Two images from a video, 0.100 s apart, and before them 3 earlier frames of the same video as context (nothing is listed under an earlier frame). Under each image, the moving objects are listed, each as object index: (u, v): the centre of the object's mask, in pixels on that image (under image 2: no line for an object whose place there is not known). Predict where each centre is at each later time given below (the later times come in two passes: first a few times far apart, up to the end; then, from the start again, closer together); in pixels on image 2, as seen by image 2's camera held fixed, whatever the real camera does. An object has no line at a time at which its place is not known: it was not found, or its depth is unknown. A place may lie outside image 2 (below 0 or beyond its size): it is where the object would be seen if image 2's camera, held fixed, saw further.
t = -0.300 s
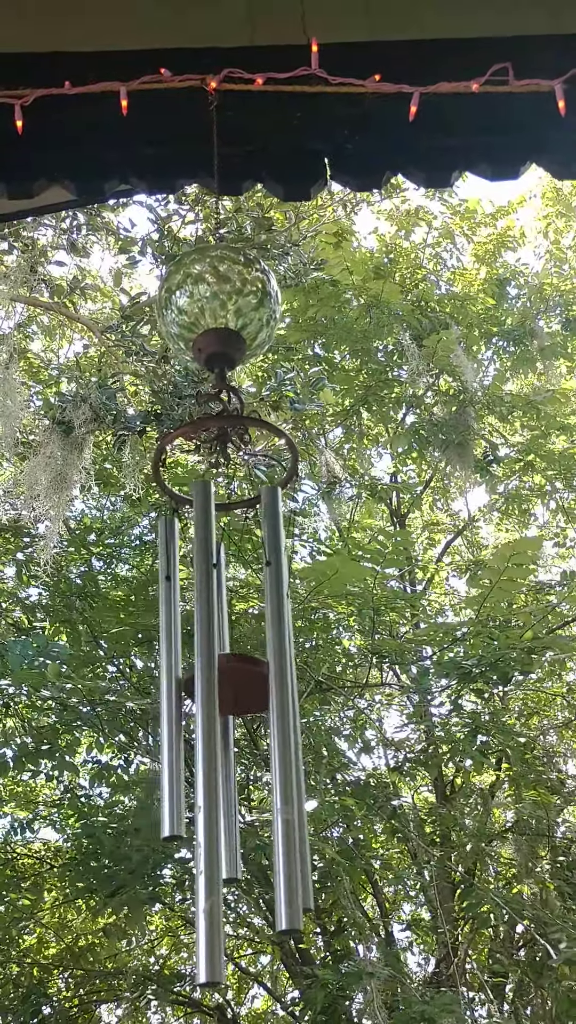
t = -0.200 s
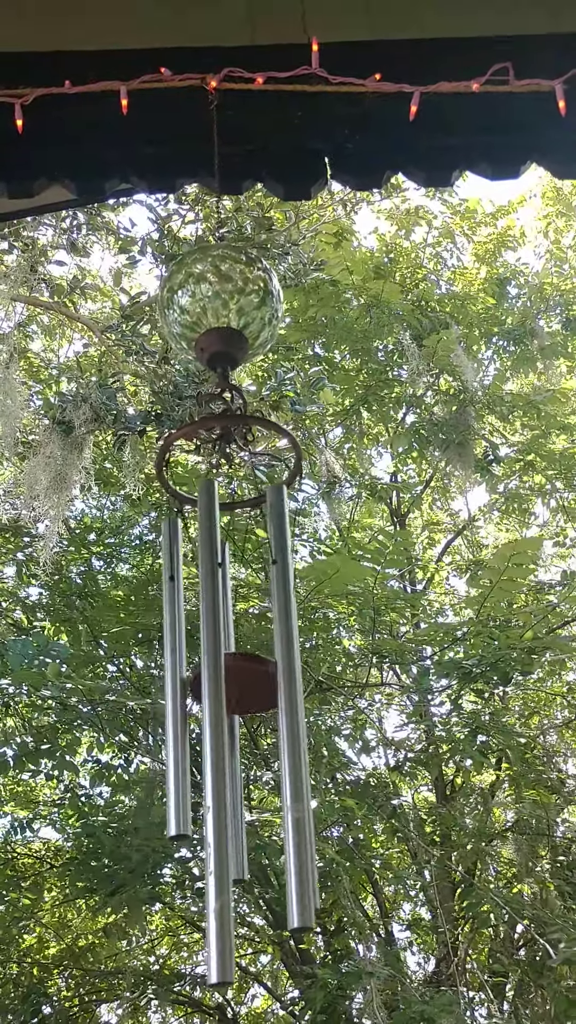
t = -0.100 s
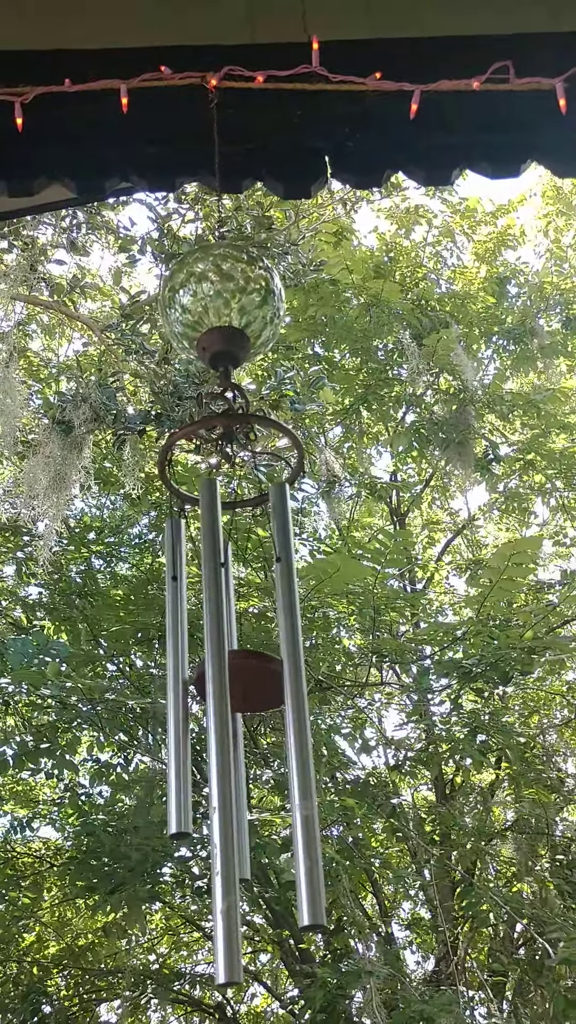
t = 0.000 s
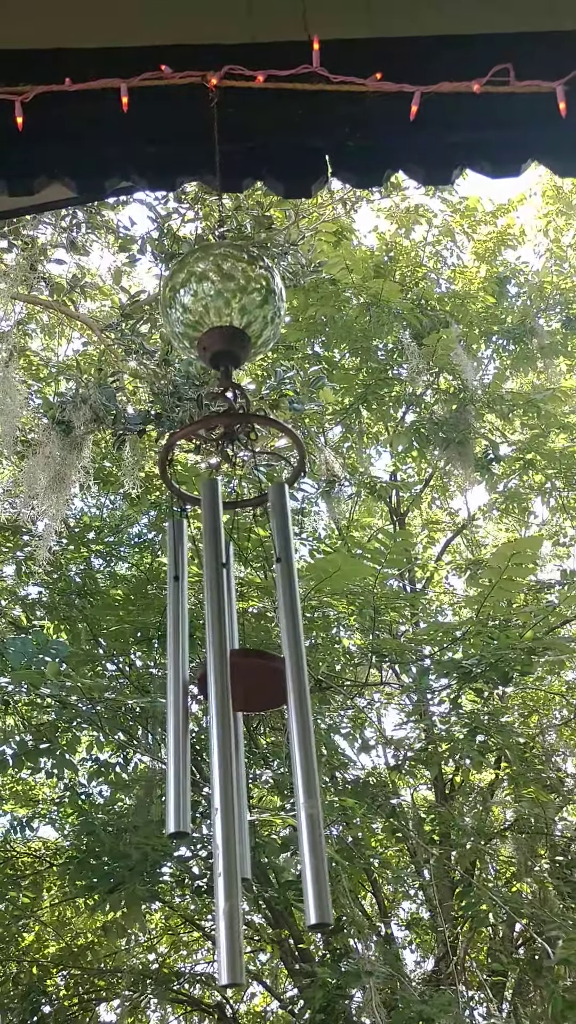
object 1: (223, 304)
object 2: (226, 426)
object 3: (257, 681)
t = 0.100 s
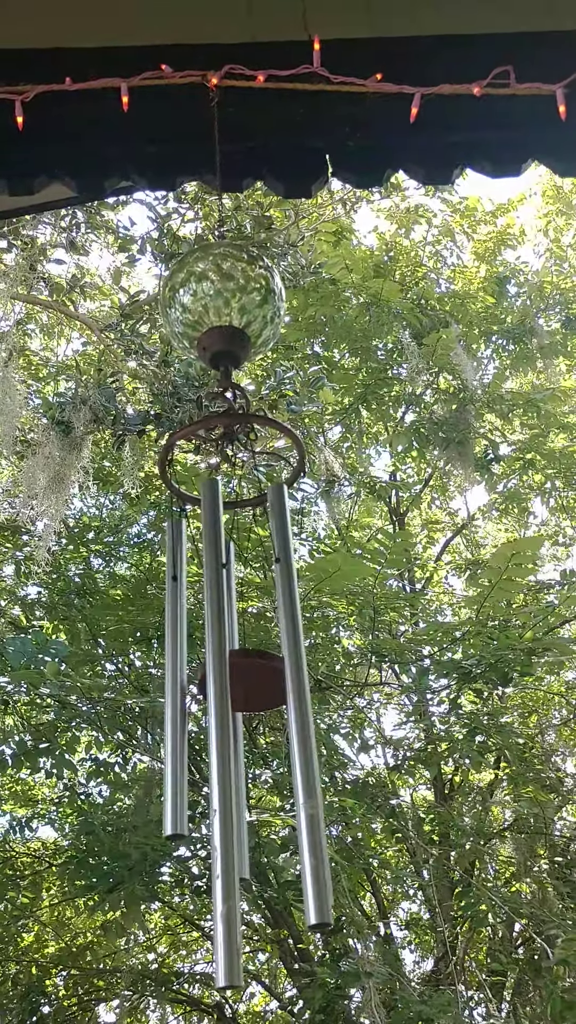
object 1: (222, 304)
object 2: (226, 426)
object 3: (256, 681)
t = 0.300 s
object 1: (222, 304)
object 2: (222, 426)
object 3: (251, 682)
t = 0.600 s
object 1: (222, 303)
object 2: (222, 427)
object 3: (242, 684)
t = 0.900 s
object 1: (221, 304)
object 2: (221, 428)
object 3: (241, 687)
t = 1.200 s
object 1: (220, 304)
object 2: (217, 428)
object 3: (241, 687)
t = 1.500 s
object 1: (220, 303)
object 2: (213, 427)
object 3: (245, 682)
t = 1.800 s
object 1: (220, 303)
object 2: (220, 426)
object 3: (254, 680)
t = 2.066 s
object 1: (220, 302)
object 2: (210, 426)
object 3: (250, 682)
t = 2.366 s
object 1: (219, 302)
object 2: (219, 427)
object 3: (235, 684)
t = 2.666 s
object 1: (220, 304)
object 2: (217, 428)
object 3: (233, 686)
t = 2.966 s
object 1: (223, 302)
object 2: (224, 425)
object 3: (248, 683)
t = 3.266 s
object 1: (227, 301)
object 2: (230, 424)
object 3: (260, 681)
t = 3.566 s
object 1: (226, 302)
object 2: (228, 426)
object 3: (255, 682)
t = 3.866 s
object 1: (221, 304)
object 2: (220, 428)
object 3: (244, 686)
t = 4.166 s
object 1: (218, 305)
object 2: (215, 428)
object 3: (233, 688)
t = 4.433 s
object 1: (217, 304)
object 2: (216, 427)
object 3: (223, 688)
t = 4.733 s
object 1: (218, 304)
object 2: (215, 427)
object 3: (230, 684)
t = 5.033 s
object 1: (223, 302)
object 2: (225, 425)
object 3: (248, 682)
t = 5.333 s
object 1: (227, 302)
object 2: (232, 424)
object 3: (262, 680)
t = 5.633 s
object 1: (225, 303)
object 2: (228, 426)
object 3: (252, 683)
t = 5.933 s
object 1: (221, 304)
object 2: (219, 427)
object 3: (238, 684)
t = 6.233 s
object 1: (216, 304)
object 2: (211, 427)
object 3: (222, 684)
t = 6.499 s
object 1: (215, 303)
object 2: (210, 426)
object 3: (218, 682)
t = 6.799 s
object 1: (220, 302)
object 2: (221, 424)
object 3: (236, 682)
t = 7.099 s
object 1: (225, 303)
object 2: (228, 426)
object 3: (254, 683)
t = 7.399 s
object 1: (223, 304)
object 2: (221, 430)
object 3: (239, 685)
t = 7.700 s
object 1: (217, 302)
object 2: (214, 425)
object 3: (214, 683)
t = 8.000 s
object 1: (215, 301)
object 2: (209, 422)
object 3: (209, 681)
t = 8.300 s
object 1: (214, 301)
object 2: (212, 421)
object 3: (214, 675)
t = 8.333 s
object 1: (214, 301)
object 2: (213, 421)
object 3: (215, 675)
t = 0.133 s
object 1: (222, 304)
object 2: (225, 427)
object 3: (256, 681)
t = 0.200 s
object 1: (222, 304)
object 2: (225, 426)
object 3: (254, 681)
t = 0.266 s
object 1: (222, 304)
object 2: (223, 426)
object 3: (251, 681)
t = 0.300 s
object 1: (222, 304)
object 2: (222, 426)
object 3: (251, 682)
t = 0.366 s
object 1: (222, 304)
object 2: (223, 426)
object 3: (248, 682)
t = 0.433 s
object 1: (222, 304)
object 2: (223, 426)
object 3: (246, 683)
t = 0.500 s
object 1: (222, 304)
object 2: (222, 427)
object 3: (244, 683)
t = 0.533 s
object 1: (222, 304)
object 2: (222, 427)
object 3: (243, 684)
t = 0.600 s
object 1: (222, 303)
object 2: (222, 427)
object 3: (242, 684)
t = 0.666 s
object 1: (222, 304)
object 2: (221, 428)
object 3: (241, 685)
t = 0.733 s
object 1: (222, 304)
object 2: (221, 428)
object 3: (241, 686)
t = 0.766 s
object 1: (222, 304)
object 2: (224, 428)
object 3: (241, 687)
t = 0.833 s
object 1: (222, 304)
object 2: (220, 428)
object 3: (241, 687)
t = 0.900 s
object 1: (221, 304)
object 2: (221, 428)
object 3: (241, 687)
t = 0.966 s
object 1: (221, 304)
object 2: (219, 428)
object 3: (242, 687)
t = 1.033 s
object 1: (220, 304)
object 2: (219, 428)
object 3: (233, 686)
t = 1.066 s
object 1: (220, 304)
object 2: (219, 428)
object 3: (232, 686)
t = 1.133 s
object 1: (220, 304)
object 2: (218, 428)
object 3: (242, 687)
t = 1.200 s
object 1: (220, 304)
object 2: (217, 428)
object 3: (241, 687)
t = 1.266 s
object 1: (220, 304)
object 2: (217, 428)
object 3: (242, 685)
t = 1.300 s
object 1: (220, 304)
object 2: (216, 428)
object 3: (242, 685)
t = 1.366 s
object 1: (220, 304)
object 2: (218, 427)
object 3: (242, 683)
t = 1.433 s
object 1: (220, 303)
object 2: (213, 427)
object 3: (243, 682)
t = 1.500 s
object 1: (220, 303)
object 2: (213, 427)
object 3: (245, 682)
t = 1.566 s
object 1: (220, 303)
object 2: (211, 428)
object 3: (246, 681)
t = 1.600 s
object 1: (220, 303)
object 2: (219, 426)
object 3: (248, 681)
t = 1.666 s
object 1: (220, 303)
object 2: (219, 426)
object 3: (250, 681)
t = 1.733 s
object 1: (220, 303)
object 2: (223, 426)
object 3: (253, 681)
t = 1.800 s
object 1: (220, 303)
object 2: (220, 426)
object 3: (254, 680)
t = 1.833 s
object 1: (220, 303)
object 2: (220, 426)
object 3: (254, 680)
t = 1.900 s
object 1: (220, 303)
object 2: (221, 425)
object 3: (254, 681)
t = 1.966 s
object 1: (221, 303)
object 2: (212, 426)
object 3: (253, 681)
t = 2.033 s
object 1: (220, 303)
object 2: (210, 426)
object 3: (251, 682)
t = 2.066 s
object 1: (220, 302)
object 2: (210, 426)
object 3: (250, 682)
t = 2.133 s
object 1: (220, 302)
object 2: (210, 425)
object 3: (246, 682)
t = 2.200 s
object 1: (220, 302)
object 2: (209, 426)
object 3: (243, 682)
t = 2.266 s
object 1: (220, 302)
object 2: (207, 426)
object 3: (239, 682)
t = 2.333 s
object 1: (220, 302)
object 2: (209, 426)
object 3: (236, 683)
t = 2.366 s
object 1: (219, 302)
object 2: (219, 427)
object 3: (235, 684)
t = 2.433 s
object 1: (219, 303)
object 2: (215, 427)
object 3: (232, 685)
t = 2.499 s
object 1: (218, 304)
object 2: (215, 427)
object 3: (232, 685)
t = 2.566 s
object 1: (219, 304)
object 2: (216, 428)
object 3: (231, 685)
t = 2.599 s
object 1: (219, 305)
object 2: (216, 428)
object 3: (232, 686)
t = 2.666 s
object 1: (220, 304)
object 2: (217, 428)
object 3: (233, 686)
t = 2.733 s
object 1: (220, 304)
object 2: (217, 428)
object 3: (235, 686)
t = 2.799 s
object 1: (221, 303)
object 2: (217, 427)
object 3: (239, 686)
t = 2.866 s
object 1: (222, 303)
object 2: (218, 426)
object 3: (242, 685)
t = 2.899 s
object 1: (222, 302)
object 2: (221, 426)
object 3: (244, 685)
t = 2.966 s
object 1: (223, 302)
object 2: (224, 425)
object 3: (248, 683)
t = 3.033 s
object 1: (224, 301)
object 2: (223, 425)
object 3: (251, 683)
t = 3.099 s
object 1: (225, 301)
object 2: (229, 425)
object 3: (254, 681)
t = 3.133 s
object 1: (226, 301)
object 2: (227, 423)
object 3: (255, 681)
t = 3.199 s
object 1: (226, 301)
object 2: (229, 424)
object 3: (258, 681)
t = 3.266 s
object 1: (227, 301)
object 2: (230, 424)
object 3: (260, 681)
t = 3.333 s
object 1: (227, 301)
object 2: (234, 423)
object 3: (260, 681)
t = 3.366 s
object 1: (227, 301)
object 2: (231, 423)
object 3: (260, 681)
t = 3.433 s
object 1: (227, 301)
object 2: (231, 425)
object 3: (258, 680)
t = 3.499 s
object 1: (227, 302)
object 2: (232, 426)
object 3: (257, 681)
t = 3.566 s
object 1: (226, 302)
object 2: (228, 426)
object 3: (255, 682)
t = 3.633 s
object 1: (225, 303)
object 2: (227, 427)
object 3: (252, 683)
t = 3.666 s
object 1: (224, 304)
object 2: (228, 428)
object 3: (251, 683)
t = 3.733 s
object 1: (223, 304)
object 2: (221, 428)
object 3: (248, 684)
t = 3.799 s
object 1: (222, 304)
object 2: (222, 428)
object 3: (246, 685)
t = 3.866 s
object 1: (221, 304)
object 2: (220, 428)
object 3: (244, 686)
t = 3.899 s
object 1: (220, 305)
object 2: (217, 428)
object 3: (242, 687)
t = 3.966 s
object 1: (219, 304)
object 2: (219, 428)
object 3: (239, 687)
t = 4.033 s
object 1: (219, 305)
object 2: (216, 429)
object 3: (236, 688)
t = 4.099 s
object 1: (218, 305)
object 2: (217, 428)
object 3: (235, 688)
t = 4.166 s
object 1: (218, 305)
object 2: (215, 428)
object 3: (233, 688)
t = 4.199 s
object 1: (218, 305)
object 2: (215, 429)
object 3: (231, 688)
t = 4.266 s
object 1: (218, 304)
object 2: (215, 428)
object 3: (229, 688)
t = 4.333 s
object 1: (217, 305)
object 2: (215, 428)
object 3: (226, 688)
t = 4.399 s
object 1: (217, 304)
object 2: (214, 427)
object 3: (224, 688)
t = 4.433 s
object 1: (217, 304)
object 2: (216, 427)
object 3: (223, 688)
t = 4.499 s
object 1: (217, 304)
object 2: (213, 427)
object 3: (223, 687)
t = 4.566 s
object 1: (217, 304)
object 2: (212, 428)
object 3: (224, 686)
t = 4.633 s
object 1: (217, 304)
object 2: (214, 427)
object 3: (226, 685)
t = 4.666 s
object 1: (217, 304)
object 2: (214, 427)
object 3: (227, 685)
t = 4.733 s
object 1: (218, 304)
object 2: (215, 427)
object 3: (230, 684)
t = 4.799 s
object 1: (219, 303)
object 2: (217, 426)
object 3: (234, 684)
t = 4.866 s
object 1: (220, 303)
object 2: (220, 427)
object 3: (238, 683)
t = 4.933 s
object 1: (221, 303)
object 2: (220, 425)
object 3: (242, 682)
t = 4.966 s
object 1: (222, 302)
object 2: (221, 424)
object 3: (244, 682)
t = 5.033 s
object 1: (223, 302)
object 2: (225, 425)
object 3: (248, 682)
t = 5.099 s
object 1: (225, 302)
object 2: (225, 424)
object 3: (251, 681)
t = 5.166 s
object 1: (226, 302)
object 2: (231, 425)
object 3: (255, 680)
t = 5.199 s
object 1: (226, 302)
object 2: (228, 424)
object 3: (258, 680)
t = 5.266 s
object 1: (226, 302)
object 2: (228, 424)
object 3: (261, 680)
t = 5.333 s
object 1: (227, 302)
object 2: (232, 424)
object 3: (262, 680)
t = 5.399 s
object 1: (227, 302)
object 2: (230, 425)
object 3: (261, 681)
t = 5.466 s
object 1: (227, 302)
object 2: (230, 424)
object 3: (259, 681)
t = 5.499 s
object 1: (227, 302)
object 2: (231, 425)
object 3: (258, 682)
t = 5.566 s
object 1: (226, 303)
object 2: (233, 426)
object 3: (255, 683)
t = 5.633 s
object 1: (225, 303)
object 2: (228, 426)
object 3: (252, 683)
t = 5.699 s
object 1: (224, 303)
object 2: (226, 427)
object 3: (248, 685)
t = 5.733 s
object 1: (224, 303)
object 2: (224, 426)
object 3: (247, 685)
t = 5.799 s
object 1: (223, 303)
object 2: (218, 427)
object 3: (244, 685)
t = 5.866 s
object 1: (222, 303)
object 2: (222, 427)
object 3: (241, 685)
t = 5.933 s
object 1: (221, 304)
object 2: (219, 427)
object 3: (238, 684)
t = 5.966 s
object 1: (220, 304)
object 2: (219, 427)
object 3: (236, 684)
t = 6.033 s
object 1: (218, 304)
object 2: (216, 427)
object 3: (234, 684)
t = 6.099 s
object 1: (218, 304)
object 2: (204, 429)
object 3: (230, 684)
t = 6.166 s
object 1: (217, 304)
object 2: (205, 428)
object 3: (226, 685)
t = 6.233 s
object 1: (216, 304)
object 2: (211, 427)
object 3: (222, 684)
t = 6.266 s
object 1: (216, 304)
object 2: (209, 427)
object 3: (220, 684)
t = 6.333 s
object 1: (215, 304)
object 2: (211, 427)
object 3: (218, 684)
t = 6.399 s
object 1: (215, 304)
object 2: (209, 427)
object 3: (217, 683)
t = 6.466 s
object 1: (215, 303)
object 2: (210, 426)
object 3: (217, 682)
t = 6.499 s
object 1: (215, 303)
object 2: (210, 426)
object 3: (218, 682)
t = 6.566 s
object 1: (216, 303)
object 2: (213, 425)
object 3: (220, 682)
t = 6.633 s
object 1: (217, 302)
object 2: (218, 426)
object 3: (224, 682)
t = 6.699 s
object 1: (218, 302)
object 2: (216, 422)
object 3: (228, 682)
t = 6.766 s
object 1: (219, 302)
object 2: (218, 424)
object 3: (233, 682)
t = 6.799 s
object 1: (220, 302)
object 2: (221, 424)
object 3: (236, 682)
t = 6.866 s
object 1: (221, 302)
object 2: (221, 423)
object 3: (242, 682)
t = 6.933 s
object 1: (222, 302)
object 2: (222, 425)
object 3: (247, 682)
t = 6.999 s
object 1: (224, 302)
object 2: (226, 423)
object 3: (251, 683)
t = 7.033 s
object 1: (224, 302)
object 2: (225, 424)
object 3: (252, 683)
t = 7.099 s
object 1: (225, 303)
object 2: (228, 426)
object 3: (254, 683)
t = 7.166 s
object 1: (225, 303)
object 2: (228, 426)
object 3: (255, 684)
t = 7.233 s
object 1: (225, 304)
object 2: (227, 428)
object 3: (253, 684)
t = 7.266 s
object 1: (225, 304)
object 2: (227, 429)
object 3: (252, 684)
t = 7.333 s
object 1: (224, 304)
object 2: (226, 429)
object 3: (247, 684)
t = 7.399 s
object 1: (223, 304)
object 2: (221, 430)
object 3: (239, 685)
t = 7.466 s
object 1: (221, 304)
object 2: (217, 429)
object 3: (232, 685)
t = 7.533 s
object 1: (220, 303)
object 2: (218, 428)
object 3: (225, 684)
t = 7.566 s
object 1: (219, 303)
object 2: (218, 428)
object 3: (222, 684)
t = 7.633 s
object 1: (218, 302)
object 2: (214, 425)
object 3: (217, 684)
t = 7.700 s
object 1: (217, 302)
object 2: (214, 425)
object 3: (214, 683)
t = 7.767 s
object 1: (216, 302)
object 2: (211, 424)
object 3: (211, 682)
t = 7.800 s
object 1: (216, 301)
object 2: (211, 424)
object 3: (210, 682)
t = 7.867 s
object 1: (216, 301)
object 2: (213, 423)
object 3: (209, 681)
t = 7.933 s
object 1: (215, 301)
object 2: (211, 422)
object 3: (208, 681)
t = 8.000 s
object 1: (215, 301)
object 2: (209, 422)
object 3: (209, 681)
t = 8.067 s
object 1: (214, 300)
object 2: (208, 422)
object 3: (210, 680)
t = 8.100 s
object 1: (214, 300)
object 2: (208, 422)
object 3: (211, 679)
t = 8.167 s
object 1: (214, 300)
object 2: (208, 422)
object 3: (212, 678)
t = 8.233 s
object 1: (214, 301)
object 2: (207, 421)
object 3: (213, 676)
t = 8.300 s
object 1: (214, 301)
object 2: (212, 421)
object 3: (214, 675)
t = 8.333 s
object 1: (214, 301)
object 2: (213, 421)
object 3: (215, 675)
